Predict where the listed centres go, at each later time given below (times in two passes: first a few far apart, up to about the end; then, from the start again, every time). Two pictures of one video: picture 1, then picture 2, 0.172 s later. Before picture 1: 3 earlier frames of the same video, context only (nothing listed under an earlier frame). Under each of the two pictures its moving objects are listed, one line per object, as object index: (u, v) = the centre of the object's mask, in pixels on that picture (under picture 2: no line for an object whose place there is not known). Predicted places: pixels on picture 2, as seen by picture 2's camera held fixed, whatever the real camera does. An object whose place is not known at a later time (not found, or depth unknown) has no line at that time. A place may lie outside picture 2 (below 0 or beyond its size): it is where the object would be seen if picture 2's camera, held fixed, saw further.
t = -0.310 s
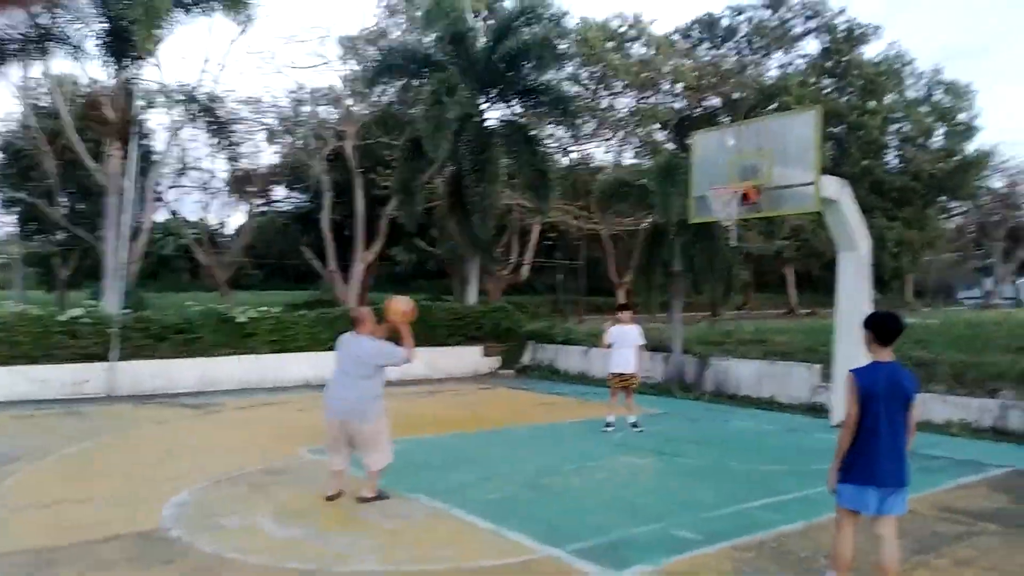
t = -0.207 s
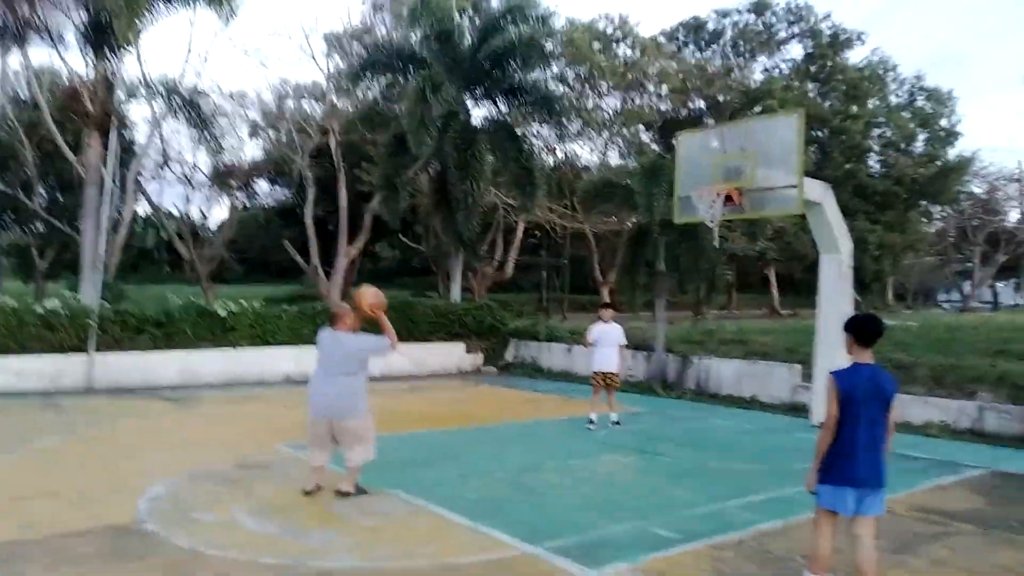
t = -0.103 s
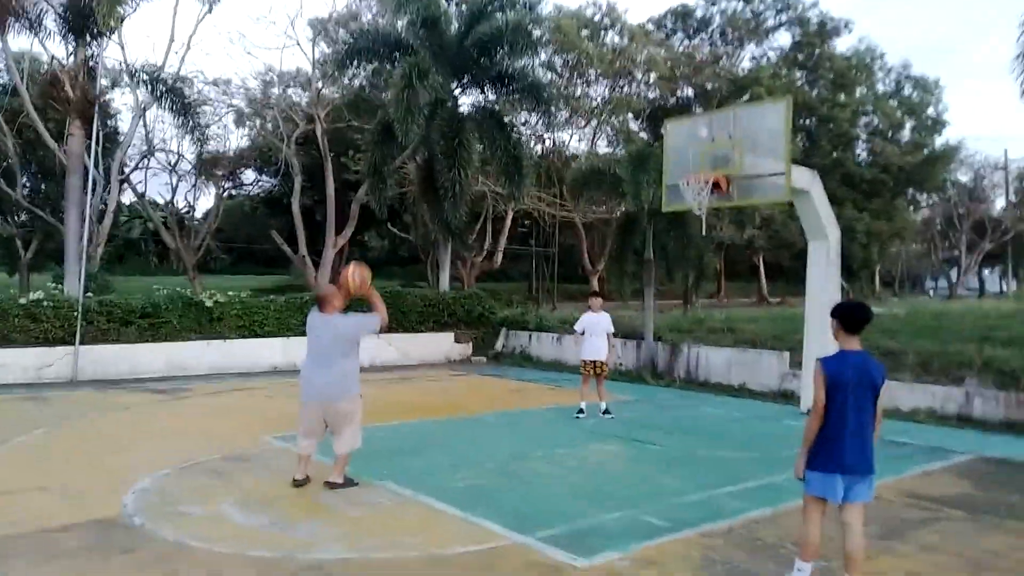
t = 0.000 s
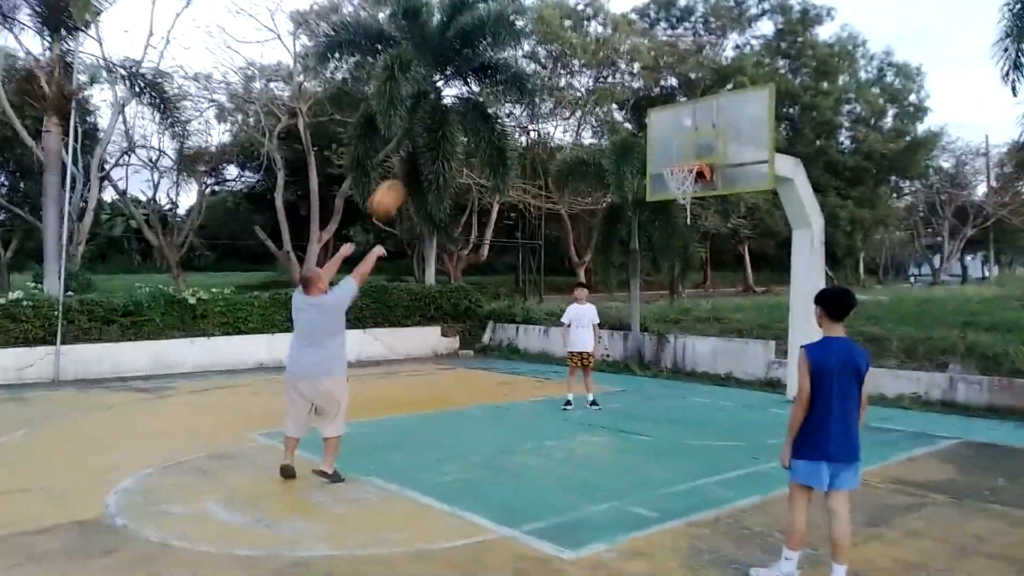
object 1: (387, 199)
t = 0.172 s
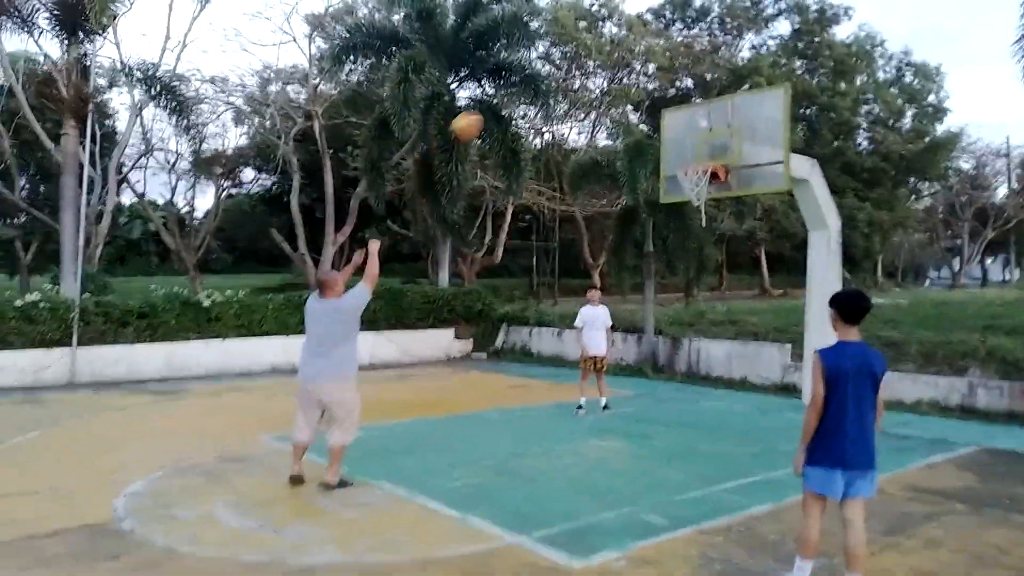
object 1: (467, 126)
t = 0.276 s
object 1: (504, 98)
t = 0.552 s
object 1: (582, 78)
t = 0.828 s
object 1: (658, 128)
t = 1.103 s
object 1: (671, 139)
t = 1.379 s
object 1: (656, 173)
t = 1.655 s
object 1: (640, 289)
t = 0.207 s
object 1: (480, 115)
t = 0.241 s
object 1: (491, 105)
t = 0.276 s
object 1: (504, 98)
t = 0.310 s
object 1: (513, 91)
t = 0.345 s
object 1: (524, 86)
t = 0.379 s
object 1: (533, 84)
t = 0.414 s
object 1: (545, 82)
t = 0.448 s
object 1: (557, 78)
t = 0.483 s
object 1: (564, 75)
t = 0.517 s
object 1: (572, 78)
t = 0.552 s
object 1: (582, 78)
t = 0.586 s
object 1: (595, 82)
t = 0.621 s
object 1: (605, 87)
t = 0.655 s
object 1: (615, 94)
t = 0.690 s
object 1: (622, 97)
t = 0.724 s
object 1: (631, 104)
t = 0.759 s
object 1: (641, 111)
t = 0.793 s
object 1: (649, 120)
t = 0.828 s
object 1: (658, 128)
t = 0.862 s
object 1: (667, 140)
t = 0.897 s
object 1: (675, 149)
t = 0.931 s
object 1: (681, 157)
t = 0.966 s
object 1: (680, 152)
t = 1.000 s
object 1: (676, 145)
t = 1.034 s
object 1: (675, 142)
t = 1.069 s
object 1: (672, 140)
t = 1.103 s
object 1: (671, 139)
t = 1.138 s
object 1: (669, 139)
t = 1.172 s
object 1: (668, 140)
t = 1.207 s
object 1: (668, 142)
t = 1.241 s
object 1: (665, 147)
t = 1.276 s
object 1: (662, 151)
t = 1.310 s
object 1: (660, 157)
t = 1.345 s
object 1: (658, 164)
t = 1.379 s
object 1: (656, 173)
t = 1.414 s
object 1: (655, 182)
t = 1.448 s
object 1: (652, 193)
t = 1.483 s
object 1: (651, 205)
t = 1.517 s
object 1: (648, 219)
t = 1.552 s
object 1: (646, 234)
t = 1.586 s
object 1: (644, 252)
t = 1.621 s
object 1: (642, 270)
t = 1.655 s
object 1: (640, 289)
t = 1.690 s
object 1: (637, 313)
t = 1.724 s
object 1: (636, 337)
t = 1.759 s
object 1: (636, 364)
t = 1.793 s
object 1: (634, 390)
